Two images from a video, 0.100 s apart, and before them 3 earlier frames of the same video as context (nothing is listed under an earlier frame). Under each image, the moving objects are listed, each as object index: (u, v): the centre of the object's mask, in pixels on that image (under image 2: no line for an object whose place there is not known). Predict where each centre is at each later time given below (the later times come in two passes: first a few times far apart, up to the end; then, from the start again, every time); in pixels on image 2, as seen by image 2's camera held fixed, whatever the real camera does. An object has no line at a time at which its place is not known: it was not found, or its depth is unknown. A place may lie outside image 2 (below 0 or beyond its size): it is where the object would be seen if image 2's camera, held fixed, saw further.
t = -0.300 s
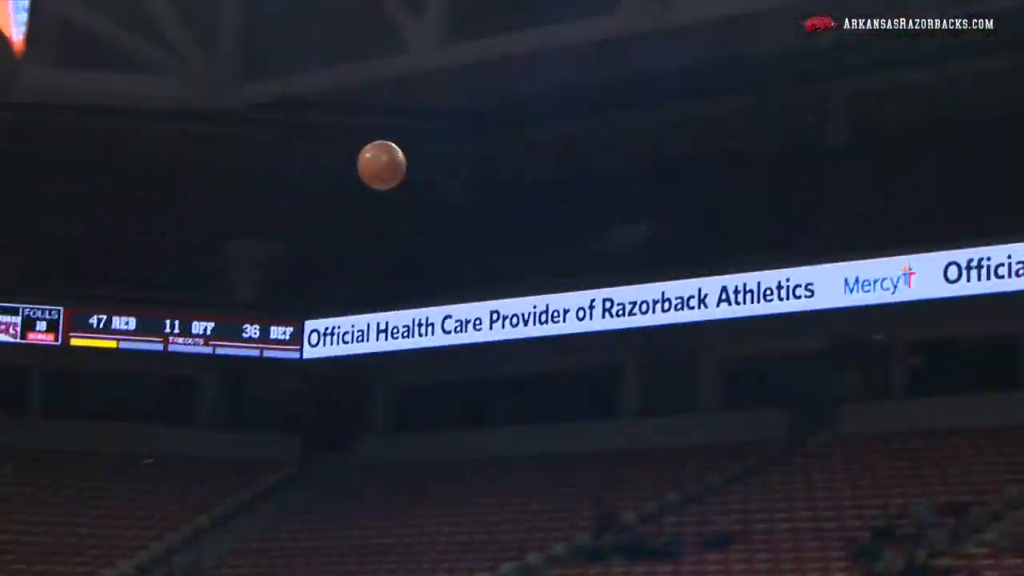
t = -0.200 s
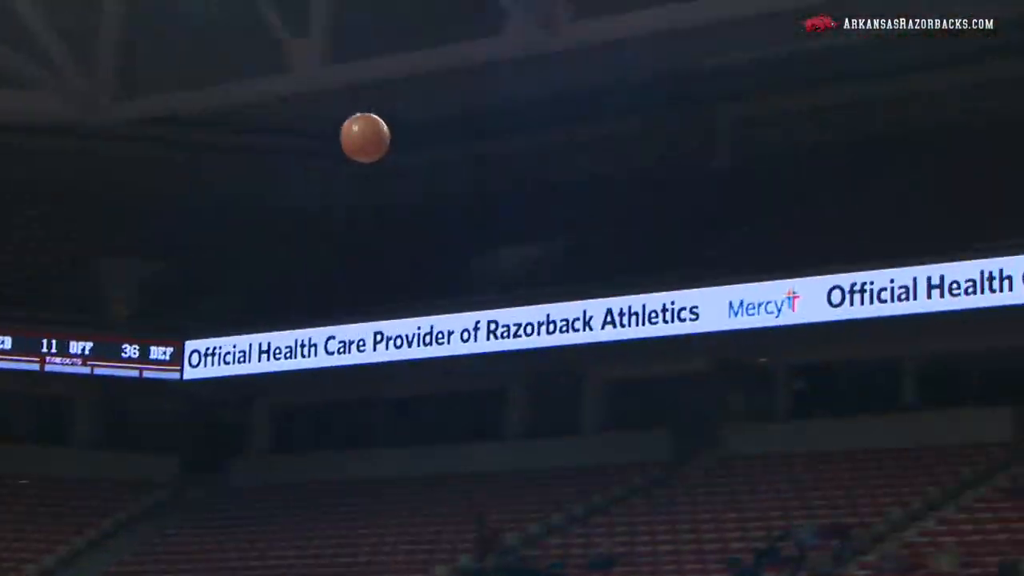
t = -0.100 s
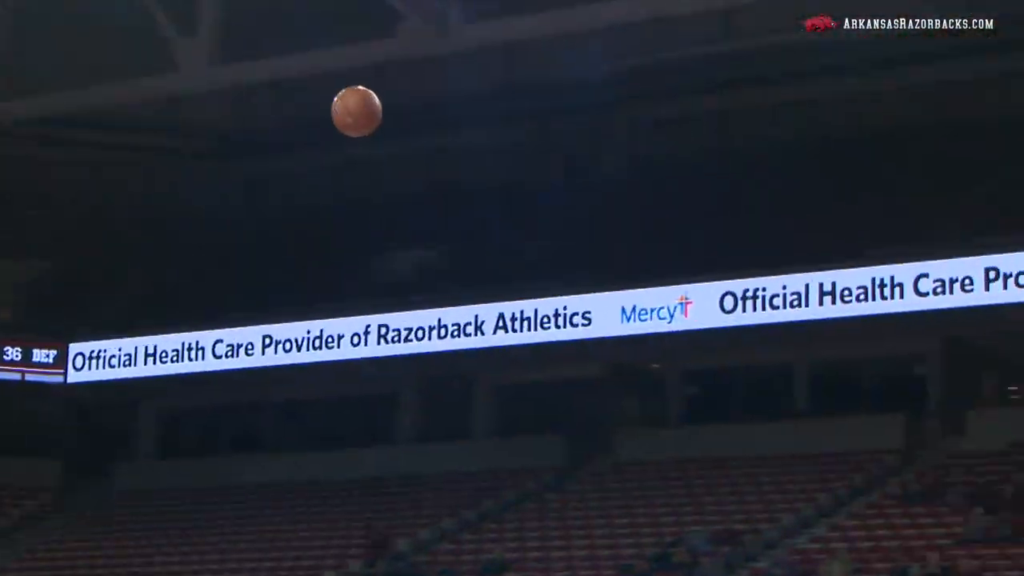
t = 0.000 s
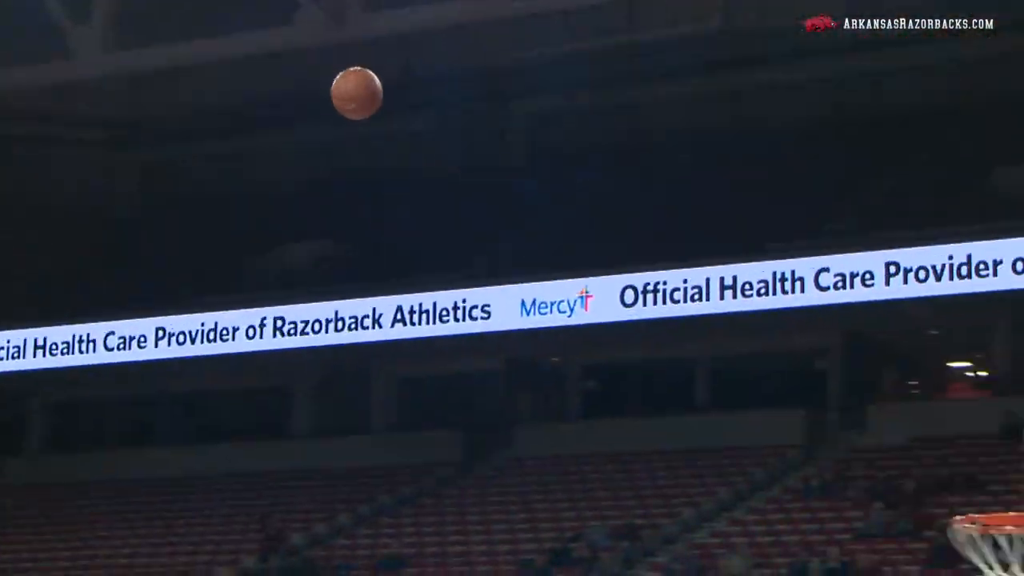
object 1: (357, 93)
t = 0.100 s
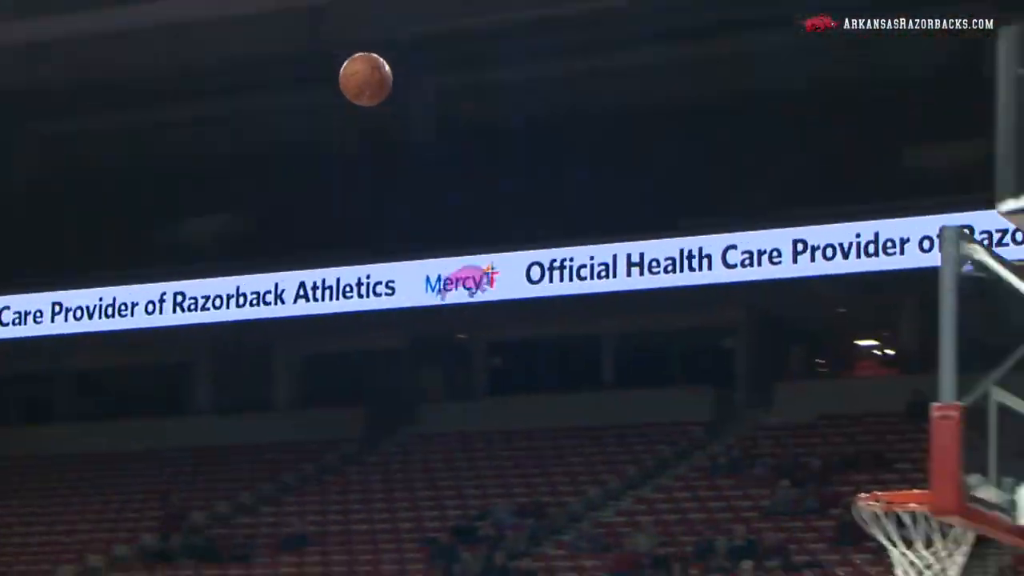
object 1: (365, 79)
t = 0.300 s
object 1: (576, 171)
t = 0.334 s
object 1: (611, 193)
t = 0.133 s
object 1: (401, 89)
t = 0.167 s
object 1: (436, 101)
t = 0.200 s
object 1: (471, 115)
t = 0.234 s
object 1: (506, 132)
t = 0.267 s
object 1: (541, 150)
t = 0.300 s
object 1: (576, 171)
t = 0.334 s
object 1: (611, 193)
